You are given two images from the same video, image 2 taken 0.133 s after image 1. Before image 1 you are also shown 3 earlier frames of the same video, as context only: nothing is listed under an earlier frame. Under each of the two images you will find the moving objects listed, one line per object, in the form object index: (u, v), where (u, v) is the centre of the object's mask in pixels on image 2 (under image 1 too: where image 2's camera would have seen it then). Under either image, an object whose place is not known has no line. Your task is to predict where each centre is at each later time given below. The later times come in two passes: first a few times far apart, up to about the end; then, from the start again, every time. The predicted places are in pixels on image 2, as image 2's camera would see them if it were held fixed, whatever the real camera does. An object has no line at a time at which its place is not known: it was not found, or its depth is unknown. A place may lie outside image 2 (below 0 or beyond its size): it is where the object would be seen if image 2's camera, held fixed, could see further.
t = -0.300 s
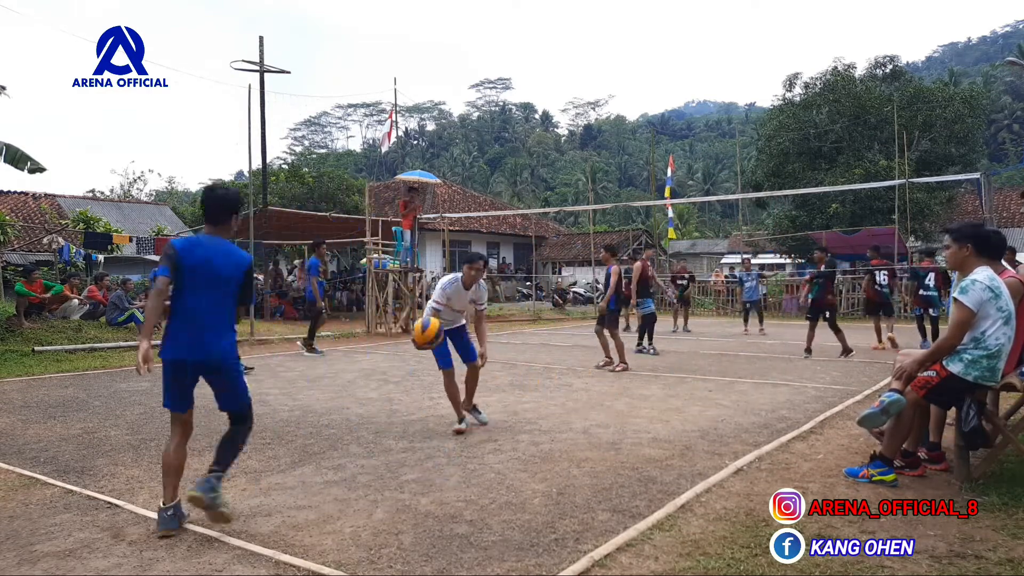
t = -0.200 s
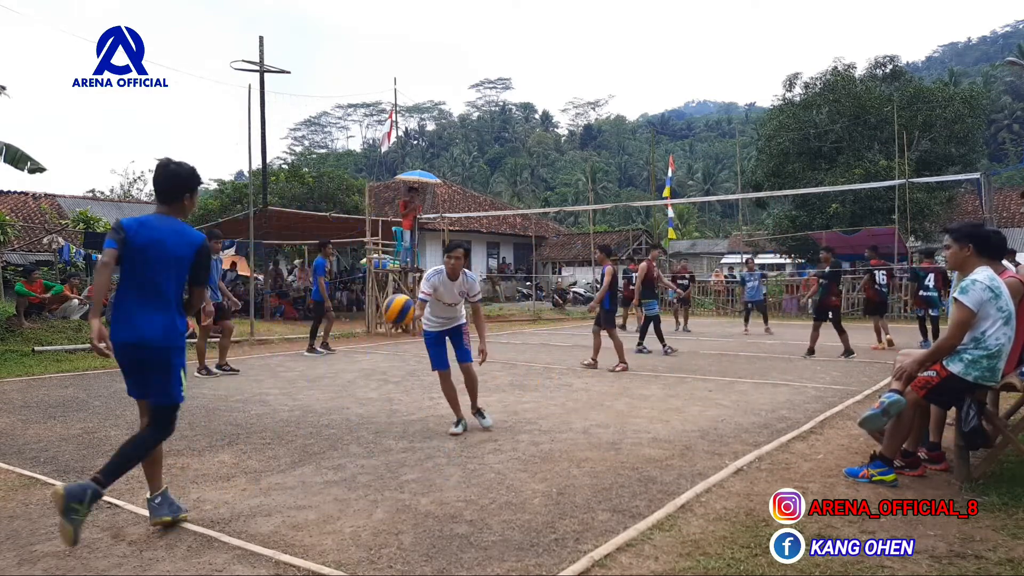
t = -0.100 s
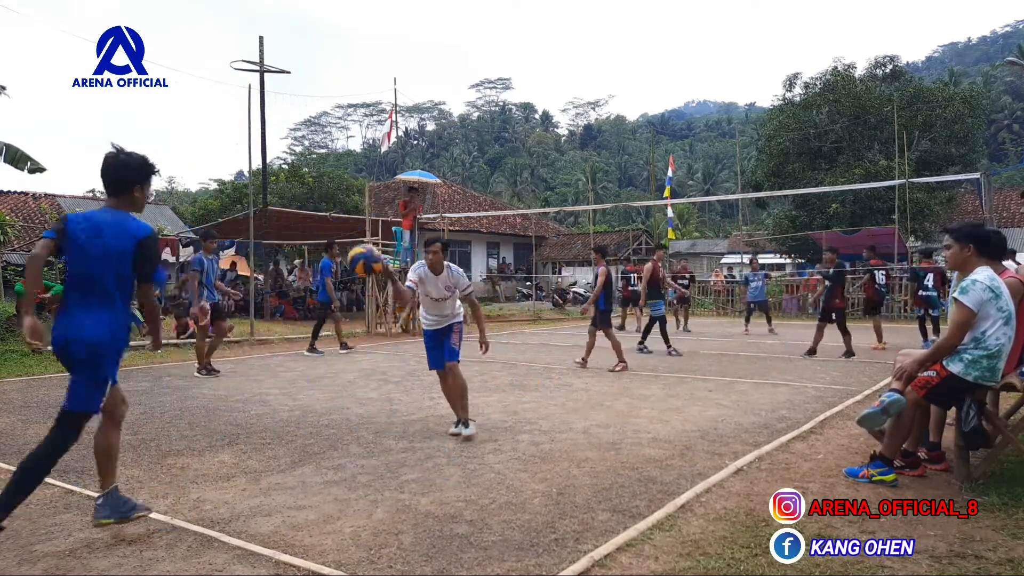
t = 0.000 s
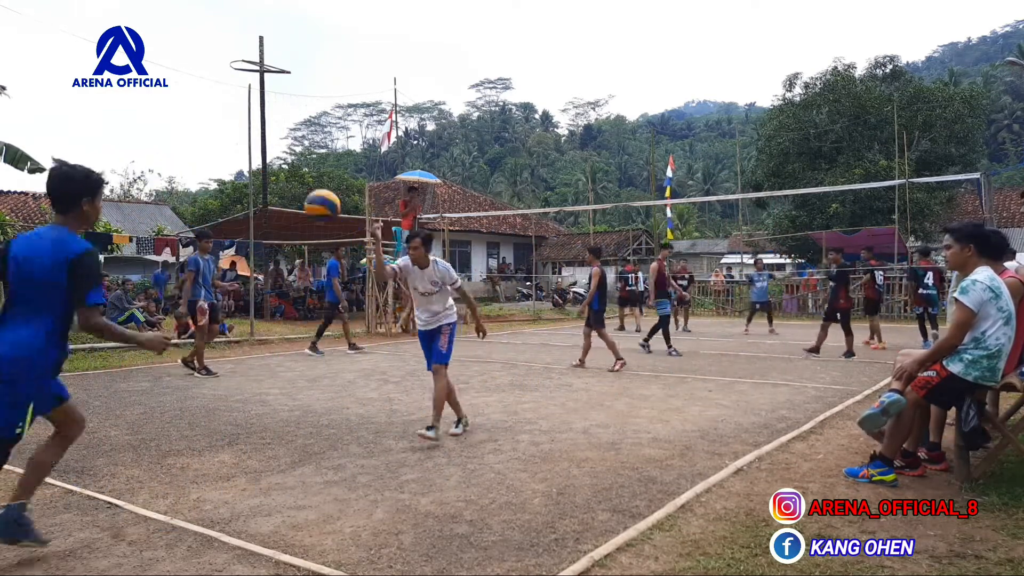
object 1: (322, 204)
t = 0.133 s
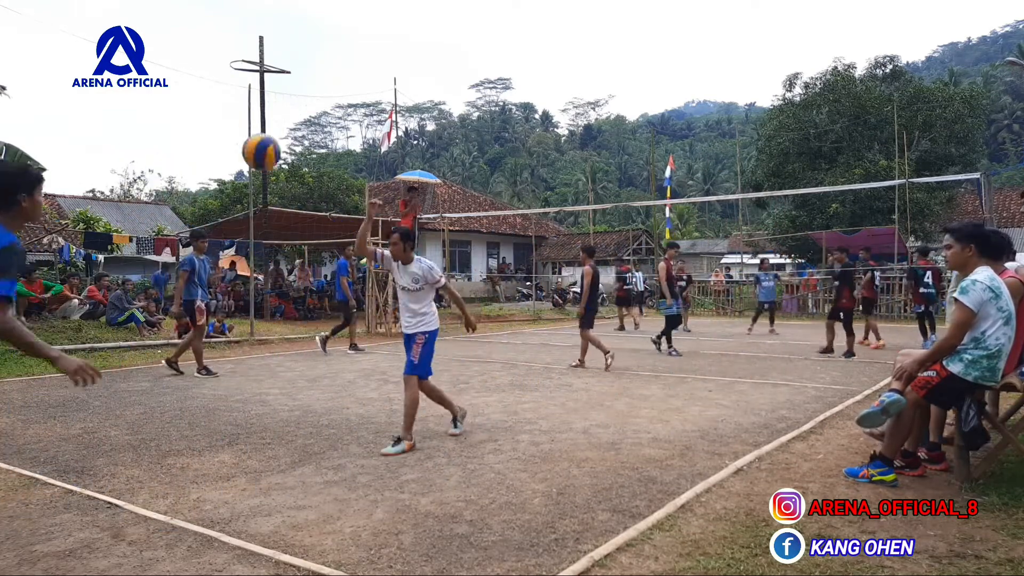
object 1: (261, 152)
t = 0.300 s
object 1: (174, 118)
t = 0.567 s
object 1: (13, 174)
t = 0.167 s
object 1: (245, 142)
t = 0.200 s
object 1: (228, 133)
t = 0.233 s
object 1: (210, 126)
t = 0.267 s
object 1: (192, 121)
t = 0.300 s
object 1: (174, 118)
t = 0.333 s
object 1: (155, 117)
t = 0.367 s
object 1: (135, 118)
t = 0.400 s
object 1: (114, 121)
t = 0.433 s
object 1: (93, 126)
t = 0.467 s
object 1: (71, 134)
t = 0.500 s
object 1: (49, 145)
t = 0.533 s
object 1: (26, 158)
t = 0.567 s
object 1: (13, 174)
